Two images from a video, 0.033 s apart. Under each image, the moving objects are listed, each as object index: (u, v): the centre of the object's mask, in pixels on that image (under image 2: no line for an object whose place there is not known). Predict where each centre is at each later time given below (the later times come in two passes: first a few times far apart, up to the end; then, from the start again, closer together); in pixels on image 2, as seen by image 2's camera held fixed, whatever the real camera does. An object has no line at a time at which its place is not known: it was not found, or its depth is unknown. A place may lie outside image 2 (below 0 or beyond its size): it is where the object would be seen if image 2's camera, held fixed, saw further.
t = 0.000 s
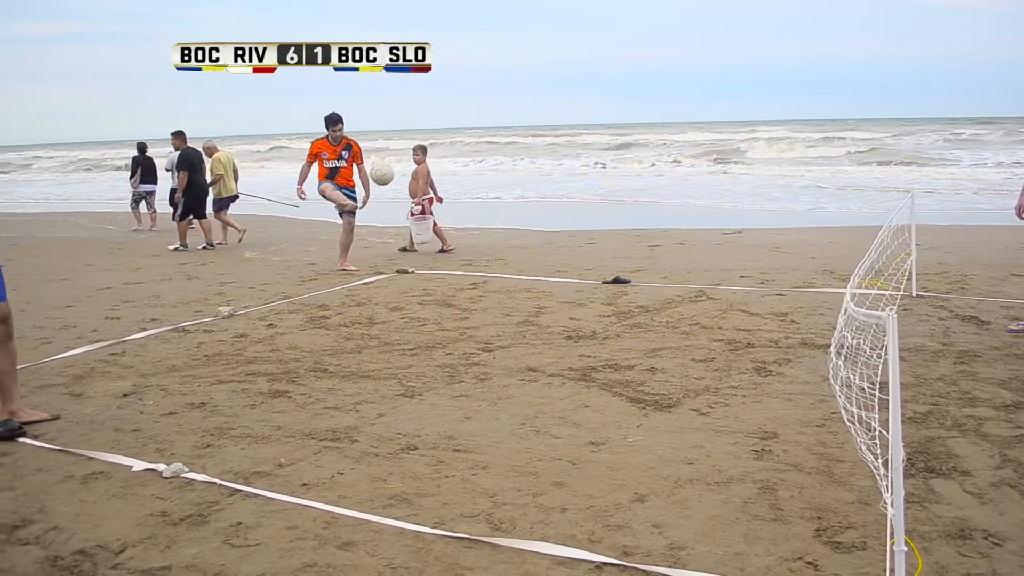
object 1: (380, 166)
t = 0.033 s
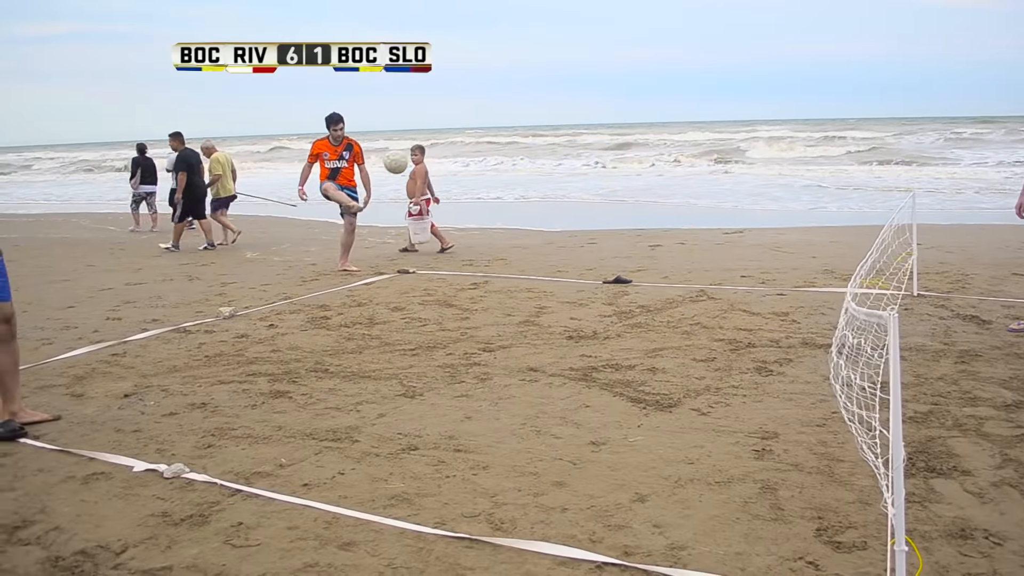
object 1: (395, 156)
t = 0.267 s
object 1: (503, 96)
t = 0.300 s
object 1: (522, 93)
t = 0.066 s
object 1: (408, 145)
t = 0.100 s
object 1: (422, 135)
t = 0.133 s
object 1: (436, 125)
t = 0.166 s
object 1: (453, 118)
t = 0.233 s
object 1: (485, 101)
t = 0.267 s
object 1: (503, 96)
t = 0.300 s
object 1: (522, 93)
